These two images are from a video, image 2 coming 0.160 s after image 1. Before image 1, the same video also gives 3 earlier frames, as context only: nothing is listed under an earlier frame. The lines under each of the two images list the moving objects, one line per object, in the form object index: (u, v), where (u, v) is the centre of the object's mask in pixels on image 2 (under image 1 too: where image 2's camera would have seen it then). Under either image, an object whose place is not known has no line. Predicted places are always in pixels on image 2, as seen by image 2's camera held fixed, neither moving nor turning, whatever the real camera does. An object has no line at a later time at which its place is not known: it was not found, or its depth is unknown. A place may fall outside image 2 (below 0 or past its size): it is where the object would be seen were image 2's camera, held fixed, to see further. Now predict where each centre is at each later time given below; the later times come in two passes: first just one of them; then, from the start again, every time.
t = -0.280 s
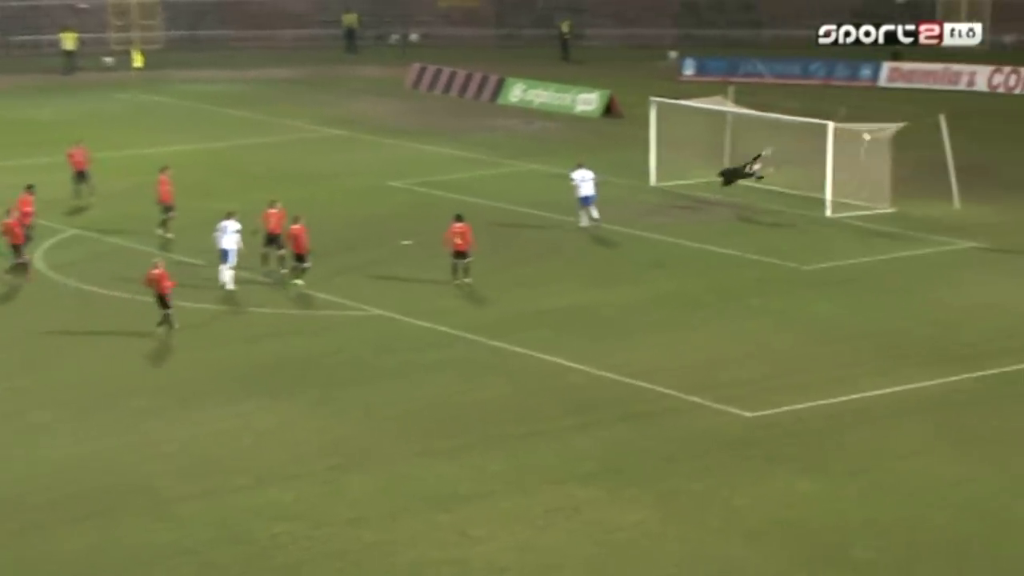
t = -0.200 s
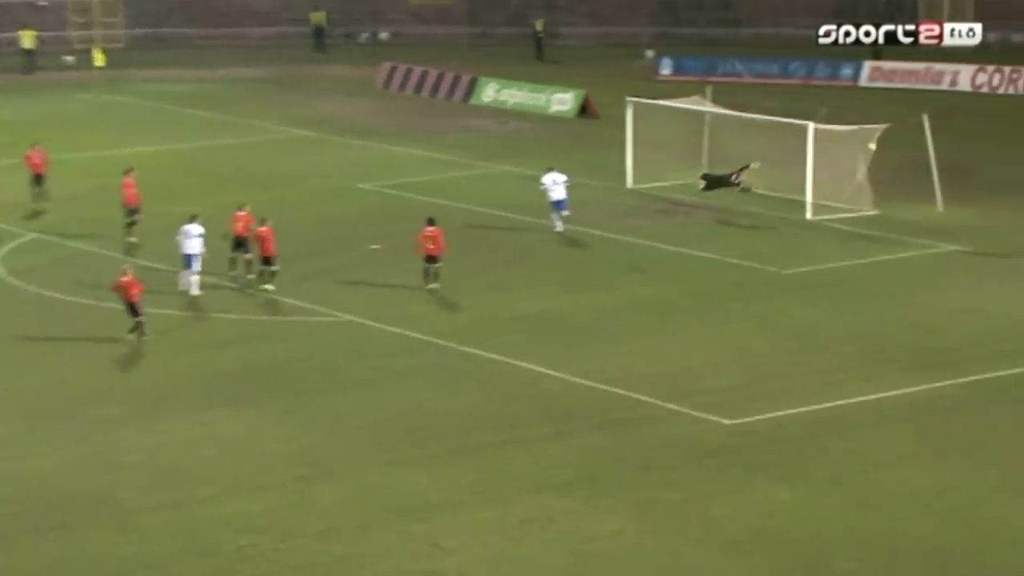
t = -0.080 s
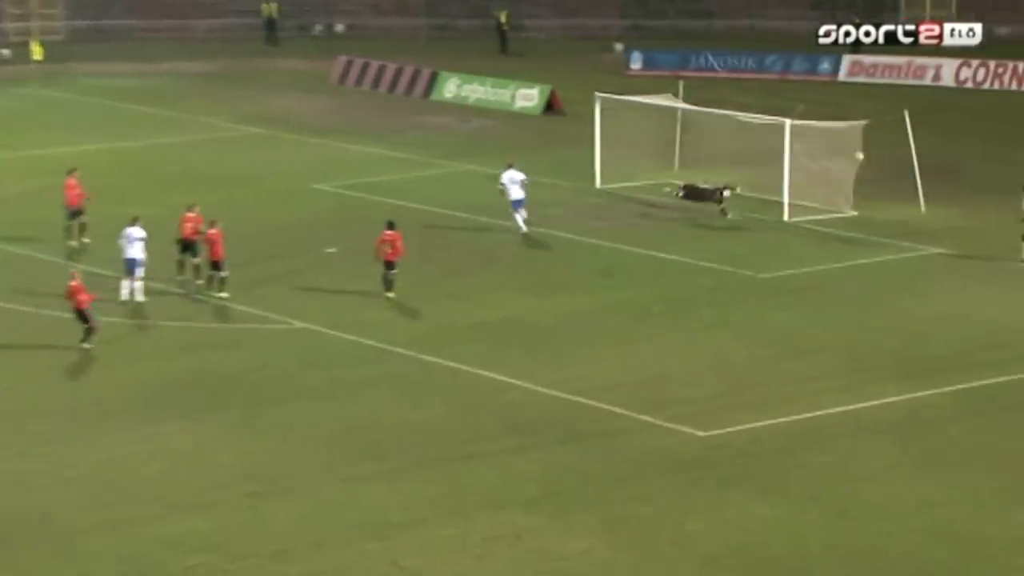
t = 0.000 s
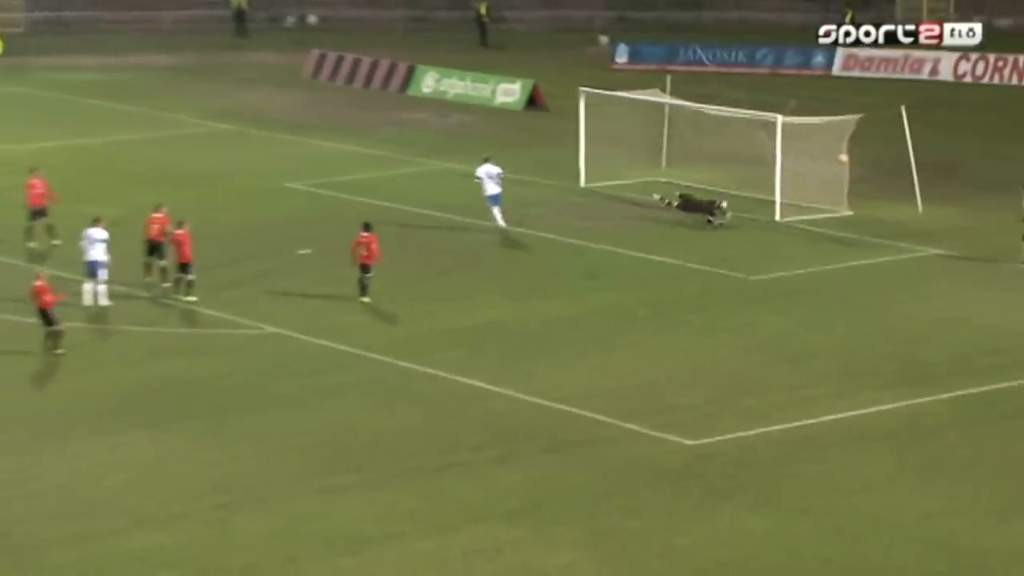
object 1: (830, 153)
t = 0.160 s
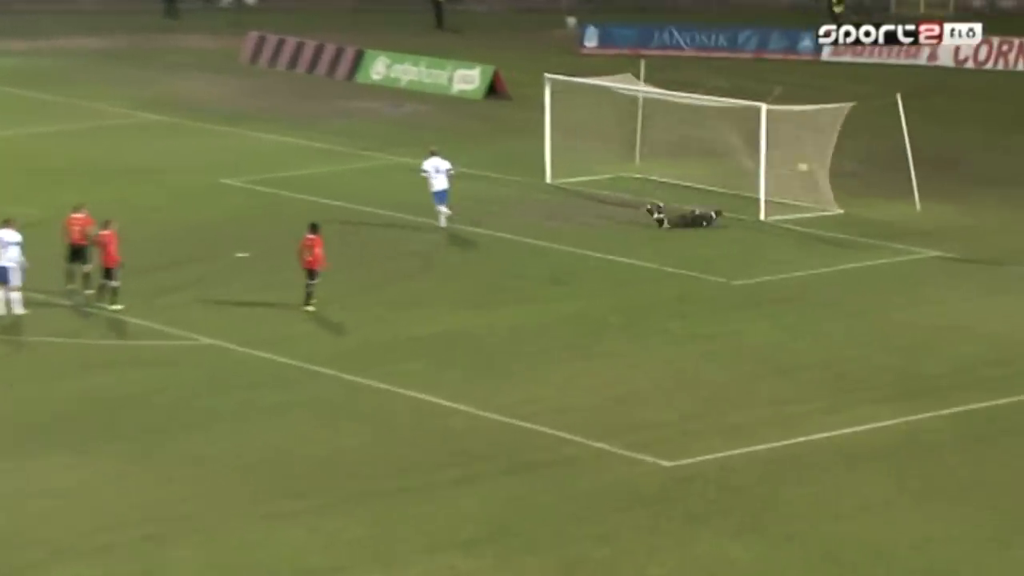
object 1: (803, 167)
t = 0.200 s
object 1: (794, 171)
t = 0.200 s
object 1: (794, 171)
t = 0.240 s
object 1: (786, 176)
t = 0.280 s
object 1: (778, 182)
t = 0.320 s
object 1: (771, 187)
